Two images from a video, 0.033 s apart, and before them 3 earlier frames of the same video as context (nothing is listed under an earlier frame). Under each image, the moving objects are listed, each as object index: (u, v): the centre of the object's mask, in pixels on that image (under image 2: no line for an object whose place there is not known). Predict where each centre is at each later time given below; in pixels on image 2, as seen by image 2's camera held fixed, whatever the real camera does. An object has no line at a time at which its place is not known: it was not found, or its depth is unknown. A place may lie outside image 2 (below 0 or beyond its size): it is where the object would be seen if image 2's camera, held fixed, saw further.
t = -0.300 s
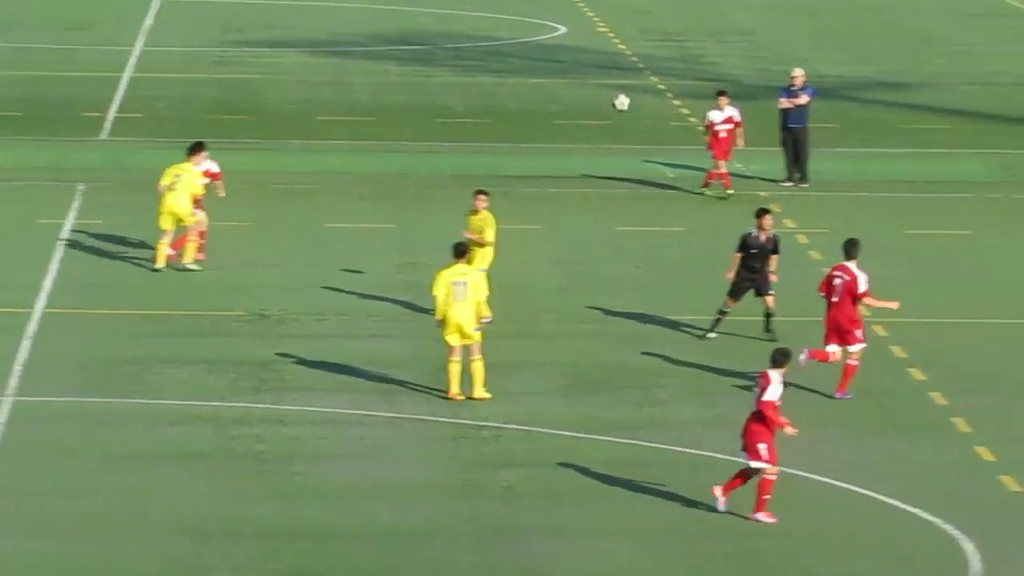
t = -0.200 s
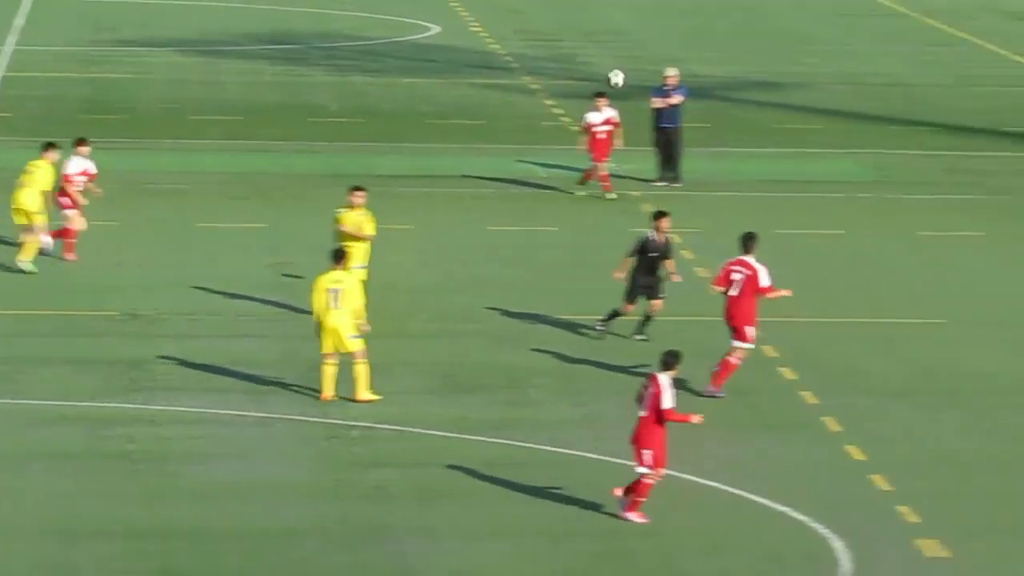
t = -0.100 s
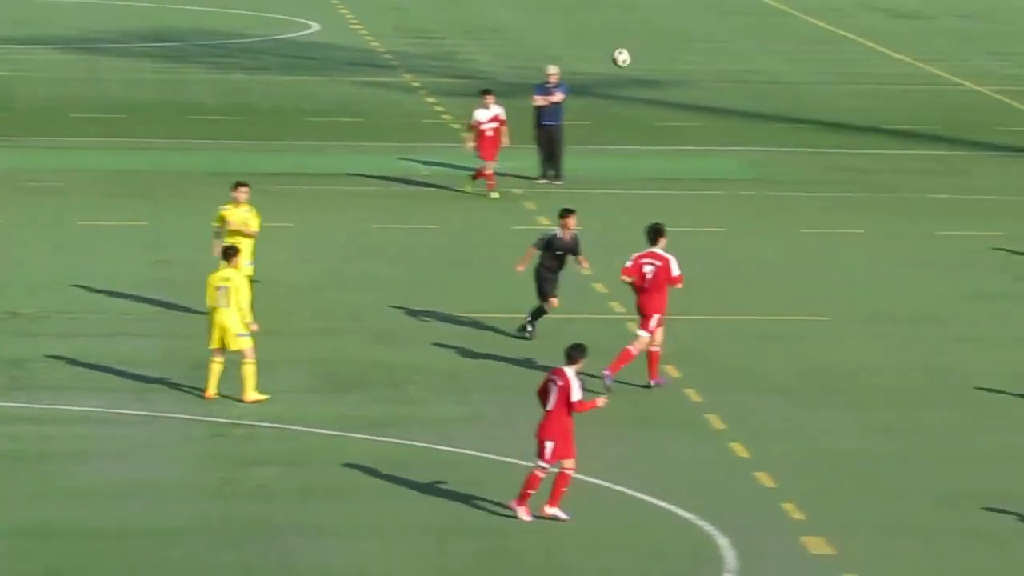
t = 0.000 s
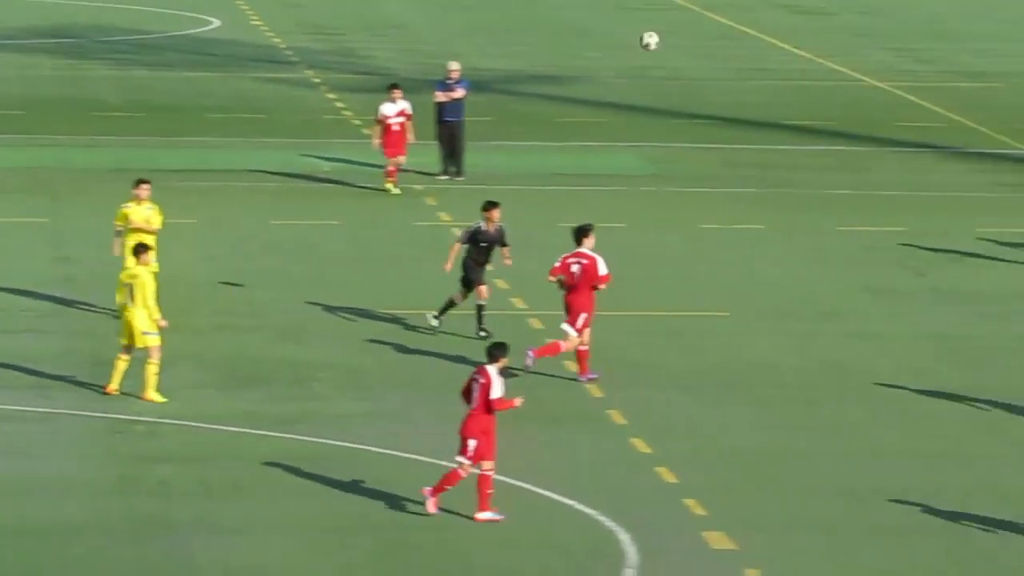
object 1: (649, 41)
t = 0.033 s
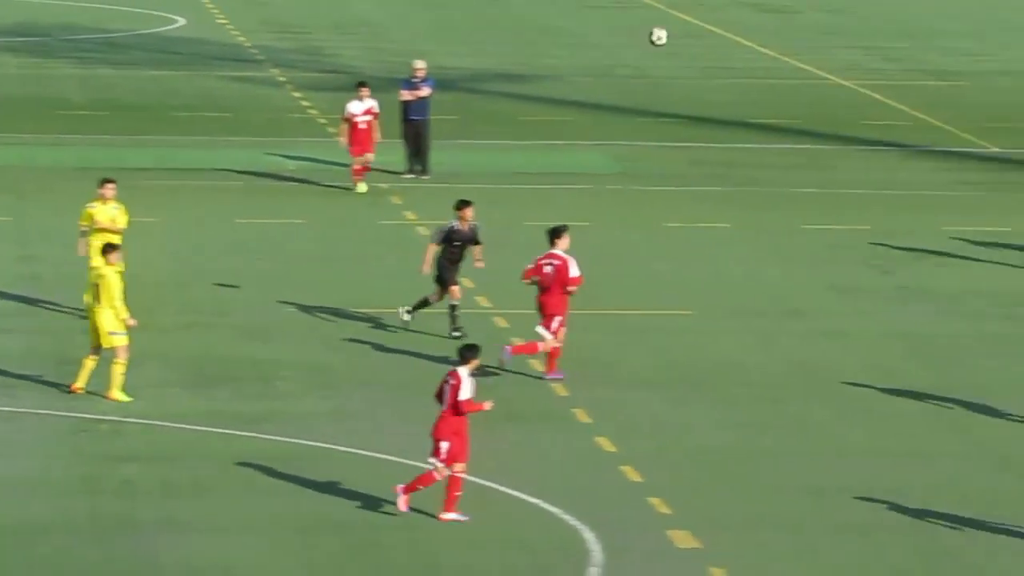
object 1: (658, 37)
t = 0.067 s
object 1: (699, 37)
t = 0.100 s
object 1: (742, 40)
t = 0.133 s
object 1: (781, 41)
